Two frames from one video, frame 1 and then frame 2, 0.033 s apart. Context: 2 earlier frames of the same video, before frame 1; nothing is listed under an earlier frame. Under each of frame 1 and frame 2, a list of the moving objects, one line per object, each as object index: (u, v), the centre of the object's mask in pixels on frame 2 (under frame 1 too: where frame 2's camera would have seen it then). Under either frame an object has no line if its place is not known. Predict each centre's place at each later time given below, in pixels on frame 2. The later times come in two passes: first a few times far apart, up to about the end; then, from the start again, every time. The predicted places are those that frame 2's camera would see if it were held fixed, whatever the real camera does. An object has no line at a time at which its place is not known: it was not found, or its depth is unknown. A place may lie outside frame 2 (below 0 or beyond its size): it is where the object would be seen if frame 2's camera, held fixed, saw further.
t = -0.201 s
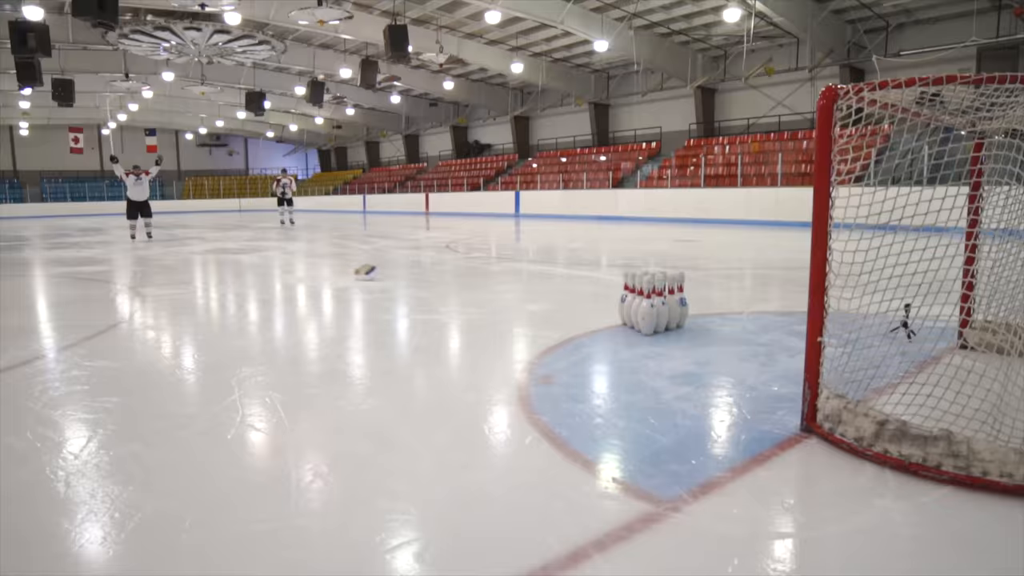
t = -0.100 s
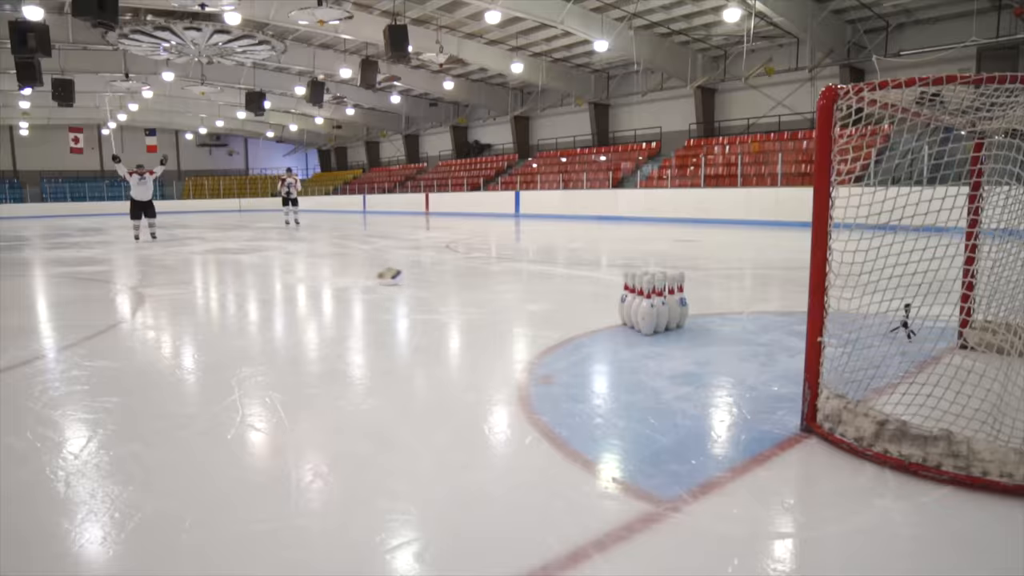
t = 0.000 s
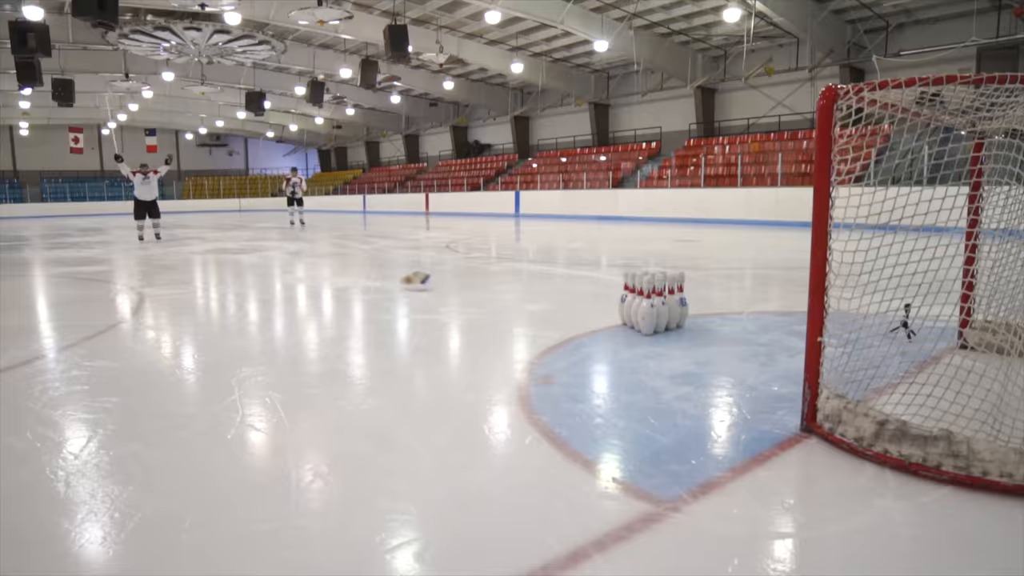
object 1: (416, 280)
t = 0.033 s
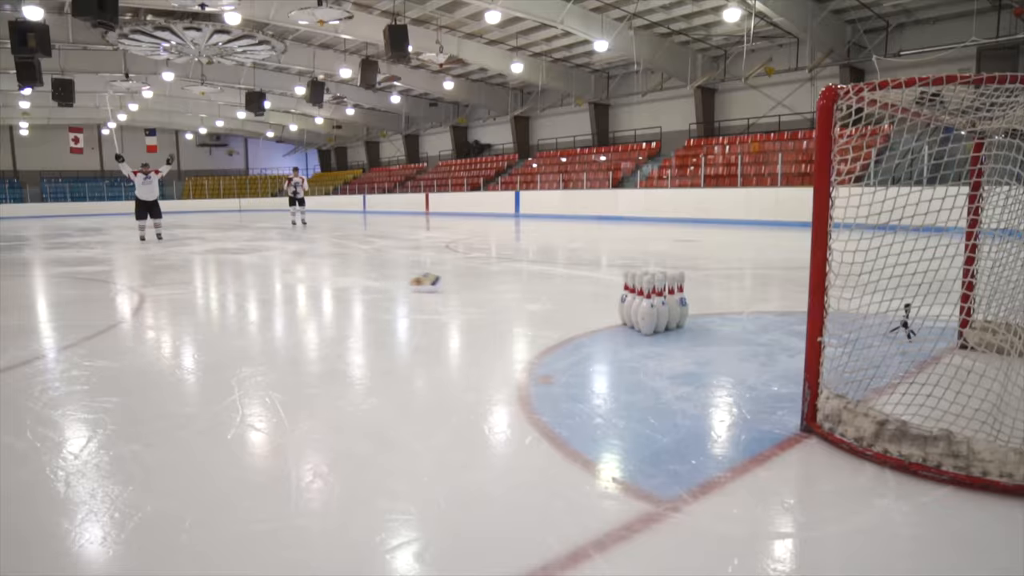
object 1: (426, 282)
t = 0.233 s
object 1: (493, 295)
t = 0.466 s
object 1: (596, 313)
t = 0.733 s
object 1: (636, 330)
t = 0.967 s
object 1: (662, 353)
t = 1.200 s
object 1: (695, 378)
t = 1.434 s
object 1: (734, 409)
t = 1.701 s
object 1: (788, 453)
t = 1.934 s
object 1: (842, 499)
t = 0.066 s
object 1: (436, 284)
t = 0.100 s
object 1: (446, 286)
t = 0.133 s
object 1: (458, 288)
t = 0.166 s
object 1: (469, 290)
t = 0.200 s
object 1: (481, 293)
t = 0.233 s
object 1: (493, 295)
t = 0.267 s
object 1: (506, 297)
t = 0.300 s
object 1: (519, 300)
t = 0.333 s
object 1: (533, 301)
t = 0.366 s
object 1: (548, 305)
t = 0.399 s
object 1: (563, 307)
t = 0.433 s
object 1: (579, 310)
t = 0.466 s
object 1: (596, 313)
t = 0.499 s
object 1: (605, 314)
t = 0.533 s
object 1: (611, 316)
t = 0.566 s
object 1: (617, 318)
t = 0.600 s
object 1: (621, 321)
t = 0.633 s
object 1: (625, 324)
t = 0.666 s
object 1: (629, 326)
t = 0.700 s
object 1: (634, 328)
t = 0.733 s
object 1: (636, 330)
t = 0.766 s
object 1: (639, 334)
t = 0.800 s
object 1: (641, 337)
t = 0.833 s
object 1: (643, 341)
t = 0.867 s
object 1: (647, 343)
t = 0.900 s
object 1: (654, 345)
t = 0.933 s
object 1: (659, 350)
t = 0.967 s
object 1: (662, 353)
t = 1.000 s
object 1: (666, 356)
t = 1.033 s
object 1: (669, 359)
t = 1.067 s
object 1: (674, 363)
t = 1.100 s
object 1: (678, 368)
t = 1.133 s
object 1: (683, 371)
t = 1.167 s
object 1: (688, 374)
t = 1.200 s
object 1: (695, 378)
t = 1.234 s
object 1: (699, 383)
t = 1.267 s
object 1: (704, 386)
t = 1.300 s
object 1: (709, 390)
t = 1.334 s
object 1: (716, 396)
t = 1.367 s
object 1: (723, 400)
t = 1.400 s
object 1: (729, 405)
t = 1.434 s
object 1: (734, 409)
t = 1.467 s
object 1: (737, 414)
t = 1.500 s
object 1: (742, 419)
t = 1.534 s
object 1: (749, 424)
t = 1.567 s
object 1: (758, 432)
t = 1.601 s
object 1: (766, 436)
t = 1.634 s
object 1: (776, 443)
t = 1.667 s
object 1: (782, 447)
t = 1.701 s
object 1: (788, 453)
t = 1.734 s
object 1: (793, 459)
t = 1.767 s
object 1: (799, 466)
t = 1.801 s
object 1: (807, 472)
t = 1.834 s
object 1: (818, 479)
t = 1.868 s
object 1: (827, 486)
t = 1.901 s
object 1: (834, 492)
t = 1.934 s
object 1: (842, 499)
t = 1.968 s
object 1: (852, 506)
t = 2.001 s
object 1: (863, 513)
